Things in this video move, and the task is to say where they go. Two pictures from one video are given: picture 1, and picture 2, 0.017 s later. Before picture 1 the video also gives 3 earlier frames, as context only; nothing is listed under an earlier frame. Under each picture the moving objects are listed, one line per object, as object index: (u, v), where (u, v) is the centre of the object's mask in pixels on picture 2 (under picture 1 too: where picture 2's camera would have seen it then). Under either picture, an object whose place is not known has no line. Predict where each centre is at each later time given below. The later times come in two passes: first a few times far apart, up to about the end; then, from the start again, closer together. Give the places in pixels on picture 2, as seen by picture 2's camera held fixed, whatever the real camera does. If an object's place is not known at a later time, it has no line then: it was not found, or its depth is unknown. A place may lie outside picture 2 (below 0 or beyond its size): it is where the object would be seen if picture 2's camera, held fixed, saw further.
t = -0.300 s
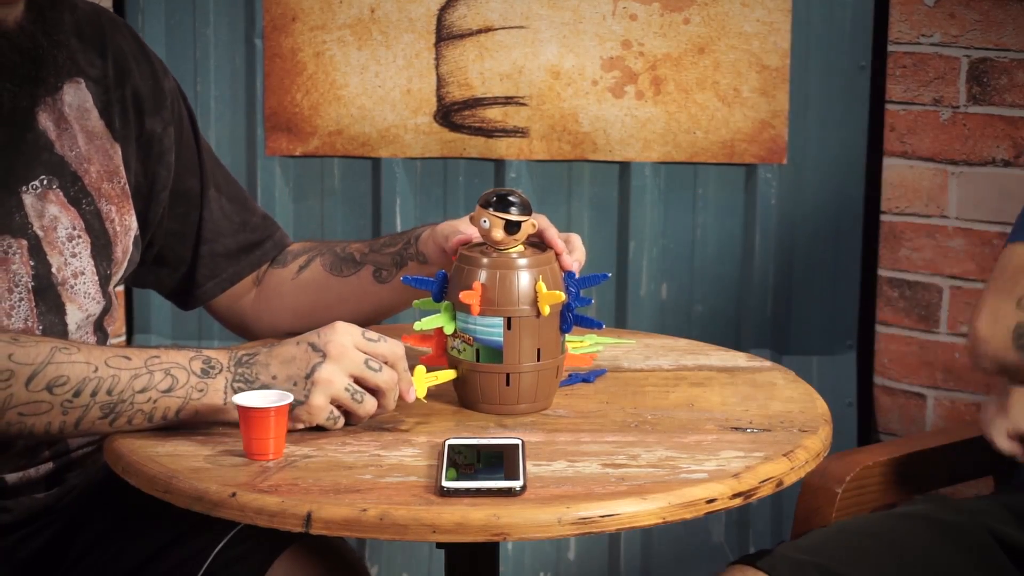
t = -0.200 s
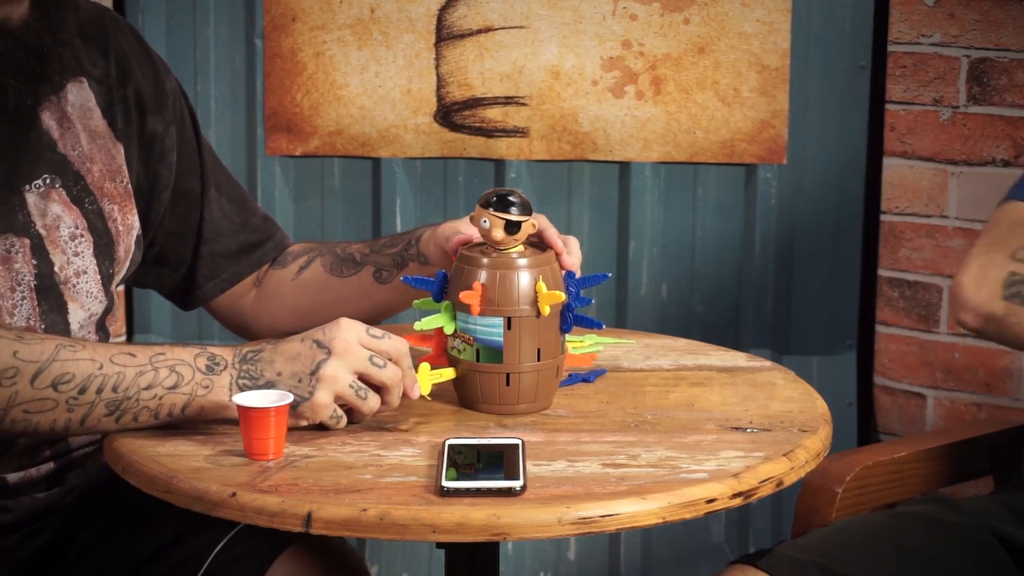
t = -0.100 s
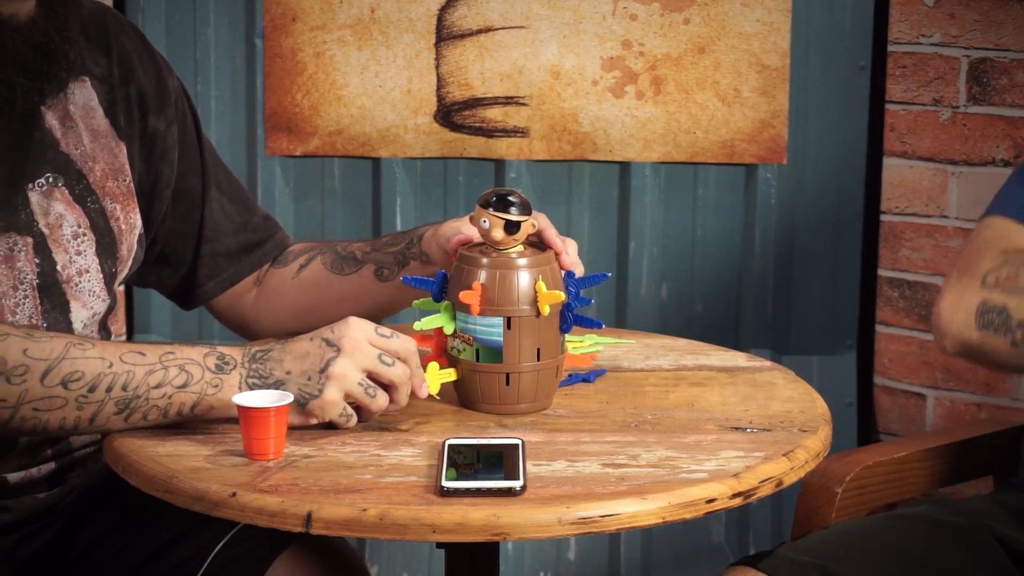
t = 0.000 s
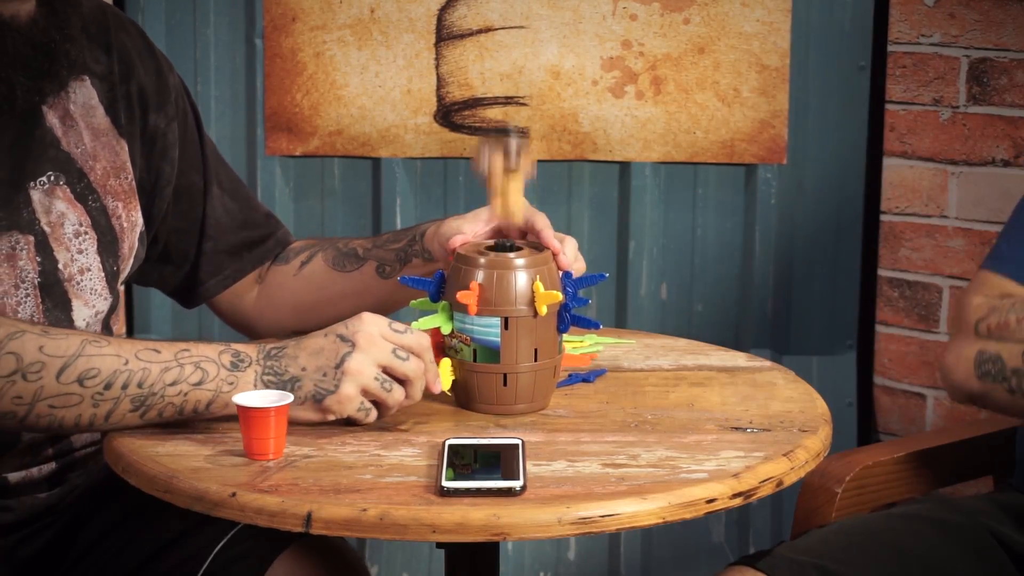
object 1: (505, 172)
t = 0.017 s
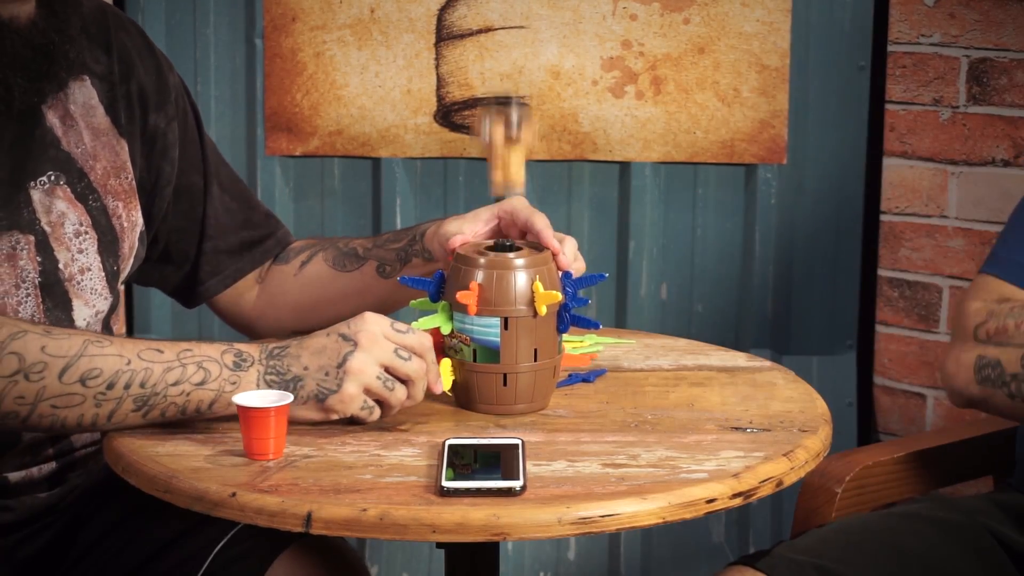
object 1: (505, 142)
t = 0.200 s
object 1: (517, 27)
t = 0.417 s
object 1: (550, 193)
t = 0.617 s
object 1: (614, 269)
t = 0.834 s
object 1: (769, 324)
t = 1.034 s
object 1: (918, 508)
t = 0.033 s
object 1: (507, 116)
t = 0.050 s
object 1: (508, 91)
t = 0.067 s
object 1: (507, 72)
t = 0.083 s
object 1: (510, 52)
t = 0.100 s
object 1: (511, 40)
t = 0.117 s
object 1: (513, 30)
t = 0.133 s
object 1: (513, 27)
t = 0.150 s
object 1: (515, 26)
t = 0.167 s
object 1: (515, 26)
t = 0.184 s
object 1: (516, 26)
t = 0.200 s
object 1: (517, 27)
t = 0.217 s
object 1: (518, 28)
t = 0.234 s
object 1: (519, 33)
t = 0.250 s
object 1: (520, 40)
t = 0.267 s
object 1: (521, 52)
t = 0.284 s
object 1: (522, 72)
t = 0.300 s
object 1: (524, 94)
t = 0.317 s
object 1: (524, 119)
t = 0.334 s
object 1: (527, 149)
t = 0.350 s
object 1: (526, 181)
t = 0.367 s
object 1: (531, 204)
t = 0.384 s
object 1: (539, 208)
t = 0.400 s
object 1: (546, 204)
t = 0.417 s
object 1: (550, 193)
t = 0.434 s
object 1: (552, 185)
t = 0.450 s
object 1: (555, 182)
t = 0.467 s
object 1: (559, 178)
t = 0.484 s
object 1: (563, 178)
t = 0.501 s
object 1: (567, 181)
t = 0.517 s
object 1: (571, 185)
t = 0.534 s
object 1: (575, 195)
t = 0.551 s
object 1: (578, 208)
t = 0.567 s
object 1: (580, 226)
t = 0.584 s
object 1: (590, 239)
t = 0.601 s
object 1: (602, 252)
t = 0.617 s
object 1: (614, 269)
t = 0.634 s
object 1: (626, 287)
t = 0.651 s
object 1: (641, 306)
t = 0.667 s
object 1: (656, 328)
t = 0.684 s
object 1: (670, 362)
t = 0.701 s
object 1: (680, 381)
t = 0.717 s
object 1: (691, 357)
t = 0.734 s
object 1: (703, 347)
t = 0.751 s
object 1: (713, 334)
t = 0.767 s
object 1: (724, 327)
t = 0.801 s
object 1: (744, 320)
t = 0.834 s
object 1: (769, 324)
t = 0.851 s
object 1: (778, 329)
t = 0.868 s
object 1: (787, 336)
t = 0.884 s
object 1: (798, 347)
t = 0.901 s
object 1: (809, 362)
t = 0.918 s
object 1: (821, 384)
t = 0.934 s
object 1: (835, 404)
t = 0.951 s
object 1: (852, 419)
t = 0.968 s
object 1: (866, 429)
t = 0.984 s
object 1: (881, 447)
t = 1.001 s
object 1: (895, 462)
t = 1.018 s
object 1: (910, 484)
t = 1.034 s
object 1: (918, 508)
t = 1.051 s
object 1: (929, 530)
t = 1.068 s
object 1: (942, 542)
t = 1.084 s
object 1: (955, 557)
